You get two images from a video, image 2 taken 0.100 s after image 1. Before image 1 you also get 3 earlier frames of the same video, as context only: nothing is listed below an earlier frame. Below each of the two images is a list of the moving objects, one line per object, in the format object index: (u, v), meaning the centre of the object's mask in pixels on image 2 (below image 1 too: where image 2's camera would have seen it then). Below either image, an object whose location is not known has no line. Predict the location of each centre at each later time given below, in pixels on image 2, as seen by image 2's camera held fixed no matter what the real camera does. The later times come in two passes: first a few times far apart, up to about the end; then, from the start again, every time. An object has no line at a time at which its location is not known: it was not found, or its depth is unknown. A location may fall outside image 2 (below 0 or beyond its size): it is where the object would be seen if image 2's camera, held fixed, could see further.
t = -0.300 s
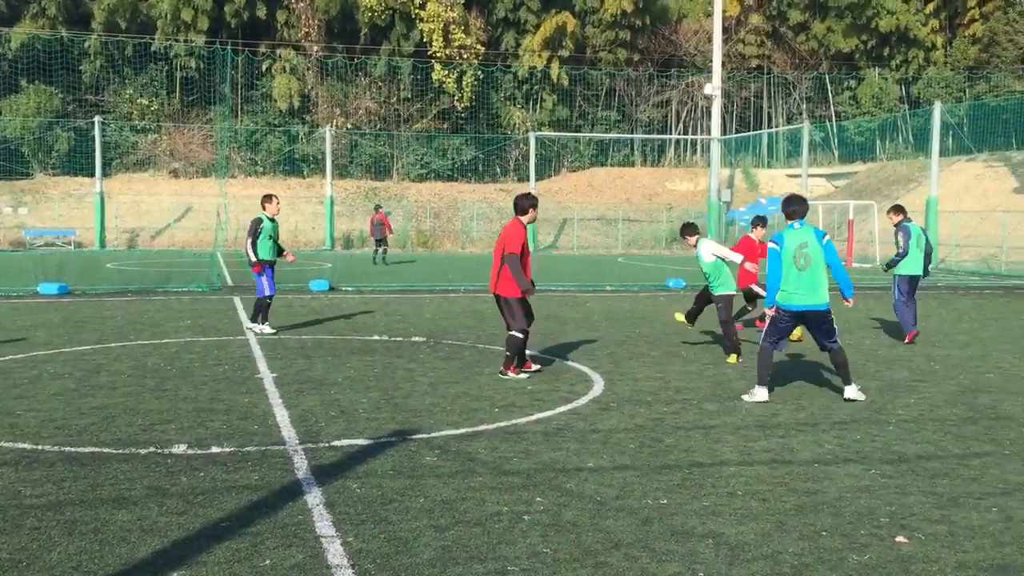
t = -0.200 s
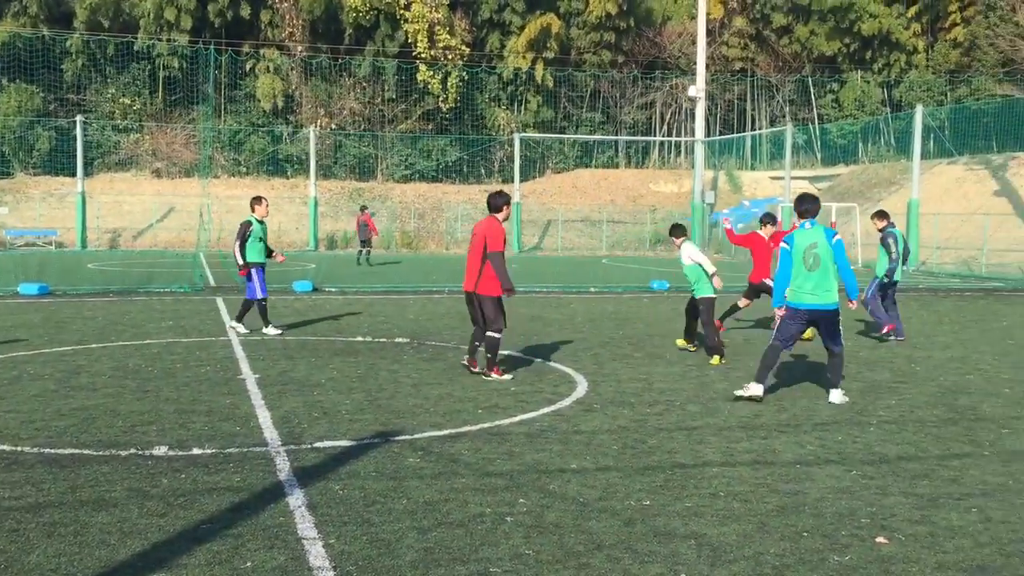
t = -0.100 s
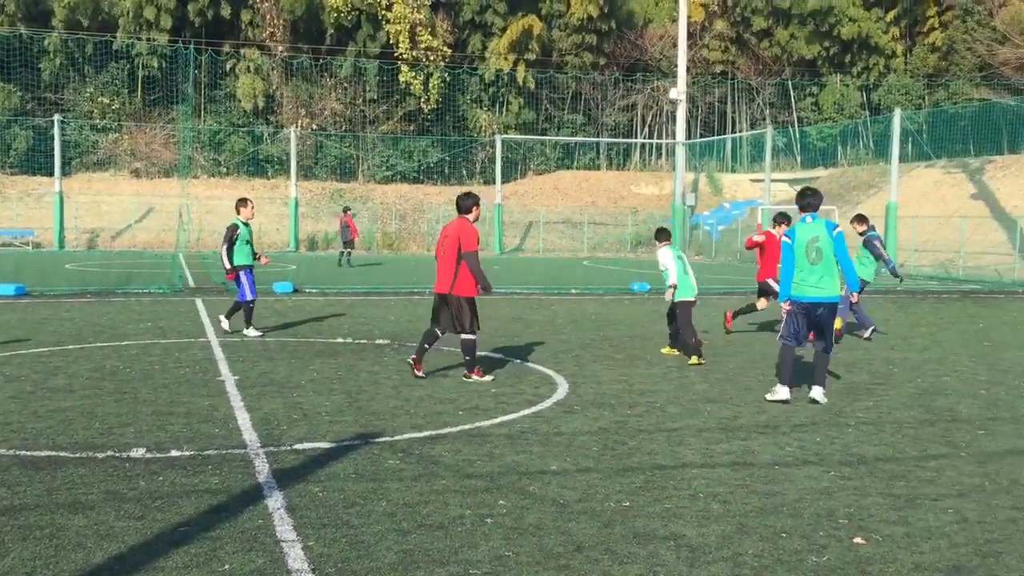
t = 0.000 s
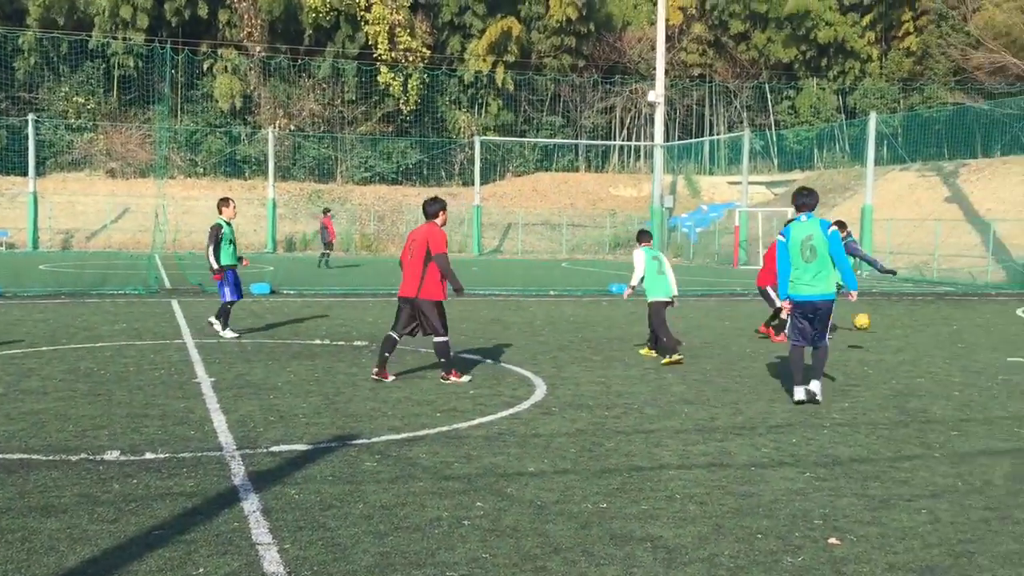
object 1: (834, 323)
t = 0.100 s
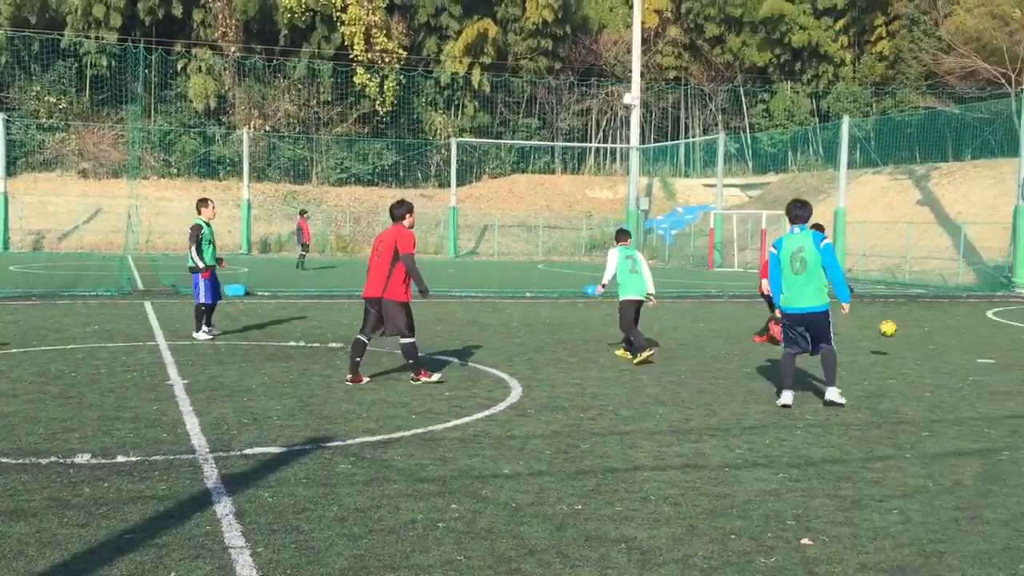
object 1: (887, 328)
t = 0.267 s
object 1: (982, 357)
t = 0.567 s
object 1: (1115, 365)
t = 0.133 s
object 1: (906, 332)
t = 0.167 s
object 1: (924, 337)
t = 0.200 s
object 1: (943, 342)
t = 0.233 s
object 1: (962, 349)
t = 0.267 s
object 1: (982, 357)
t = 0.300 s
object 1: (998, 359)
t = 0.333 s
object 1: (1014, 356)
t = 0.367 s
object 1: (1028, 355)
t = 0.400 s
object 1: (1042, 354)
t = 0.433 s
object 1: (1057, 354)
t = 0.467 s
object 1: (1071, 355)
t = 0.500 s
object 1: (1086, 358)
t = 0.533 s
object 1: (1101, 361)
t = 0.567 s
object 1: (1115, 365)
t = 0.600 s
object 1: (1128, 366)
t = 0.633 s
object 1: (1142, 365)
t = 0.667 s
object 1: (1155, 366)
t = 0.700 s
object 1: (1168, 367)
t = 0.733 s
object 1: (1182, 369)
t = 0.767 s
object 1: (1195, 370)
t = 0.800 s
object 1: (1209, 370)
